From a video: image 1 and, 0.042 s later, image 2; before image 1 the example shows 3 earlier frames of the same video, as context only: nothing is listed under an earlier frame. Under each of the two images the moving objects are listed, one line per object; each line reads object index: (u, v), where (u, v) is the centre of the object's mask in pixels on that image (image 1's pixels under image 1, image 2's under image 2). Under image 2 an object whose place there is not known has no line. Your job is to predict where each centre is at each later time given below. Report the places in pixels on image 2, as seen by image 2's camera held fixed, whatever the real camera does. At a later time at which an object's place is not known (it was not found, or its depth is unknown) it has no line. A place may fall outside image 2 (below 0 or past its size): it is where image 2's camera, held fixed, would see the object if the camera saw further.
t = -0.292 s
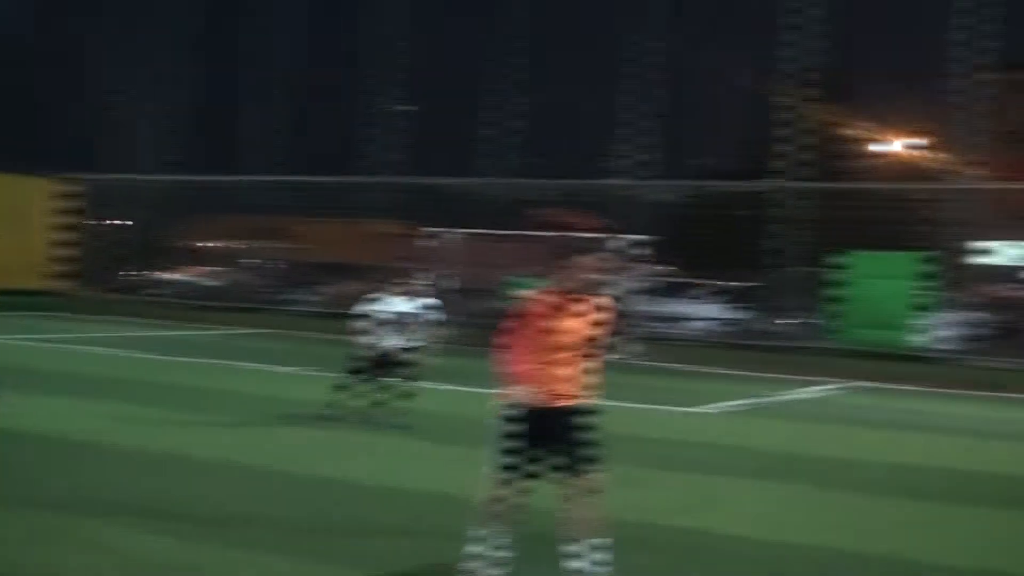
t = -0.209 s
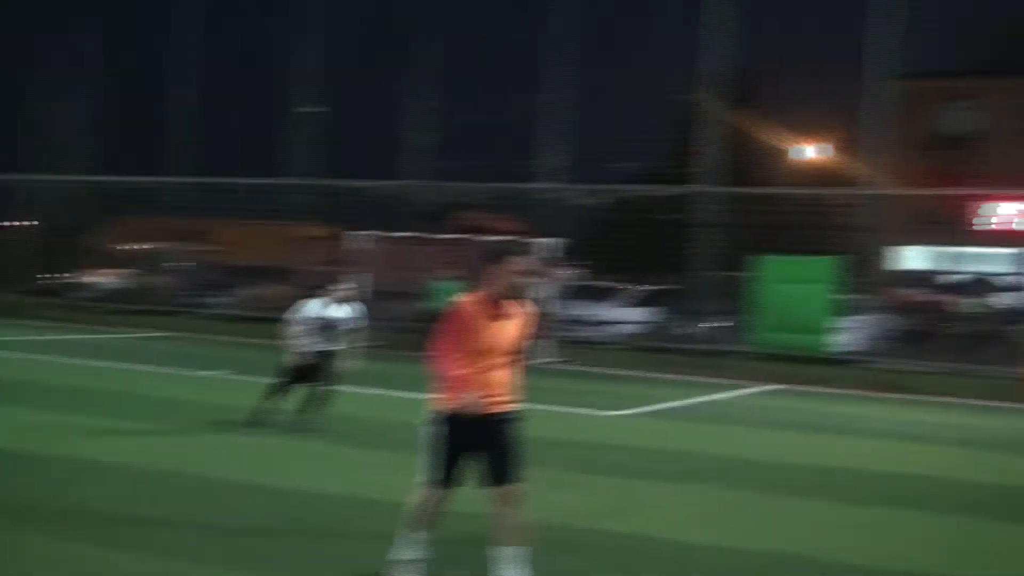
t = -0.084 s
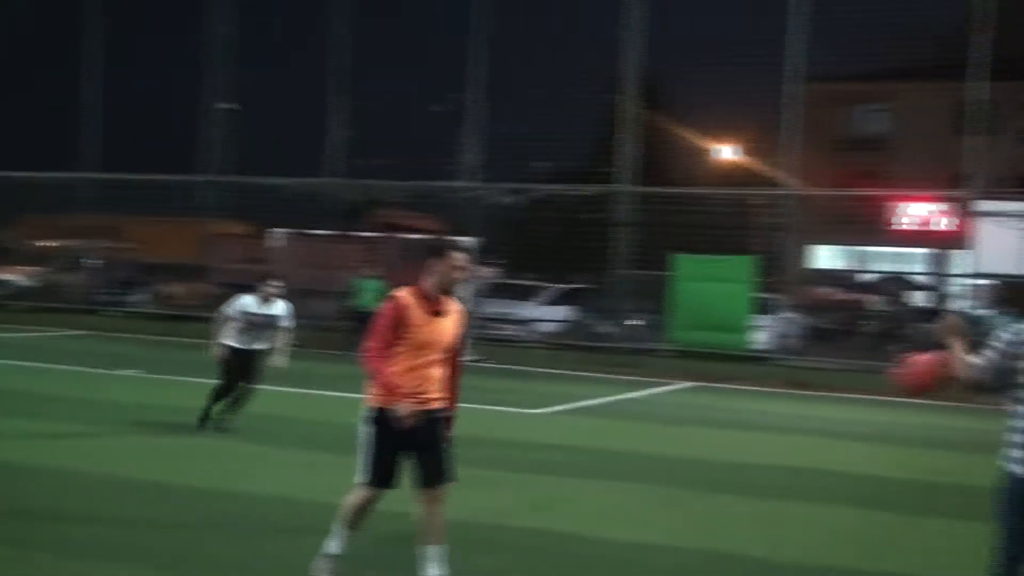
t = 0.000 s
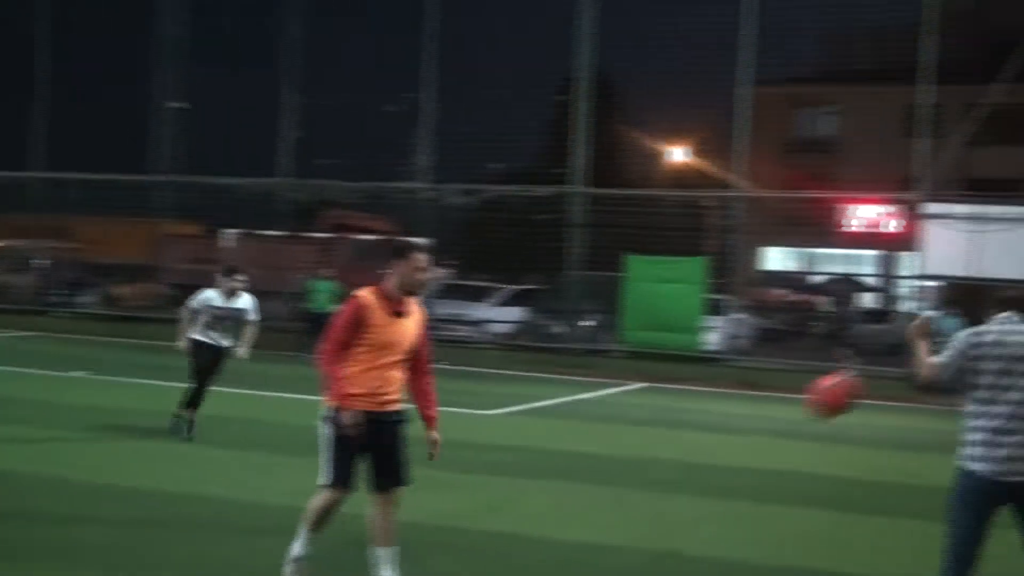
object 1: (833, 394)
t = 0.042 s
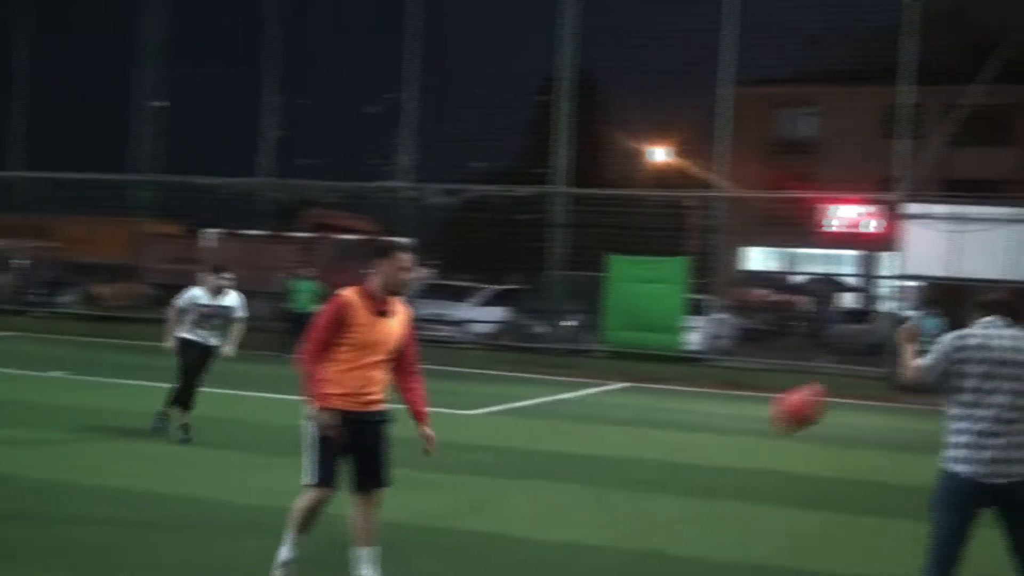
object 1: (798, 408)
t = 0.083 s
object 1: (784, 425)
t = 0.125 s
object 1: (772, 443)
